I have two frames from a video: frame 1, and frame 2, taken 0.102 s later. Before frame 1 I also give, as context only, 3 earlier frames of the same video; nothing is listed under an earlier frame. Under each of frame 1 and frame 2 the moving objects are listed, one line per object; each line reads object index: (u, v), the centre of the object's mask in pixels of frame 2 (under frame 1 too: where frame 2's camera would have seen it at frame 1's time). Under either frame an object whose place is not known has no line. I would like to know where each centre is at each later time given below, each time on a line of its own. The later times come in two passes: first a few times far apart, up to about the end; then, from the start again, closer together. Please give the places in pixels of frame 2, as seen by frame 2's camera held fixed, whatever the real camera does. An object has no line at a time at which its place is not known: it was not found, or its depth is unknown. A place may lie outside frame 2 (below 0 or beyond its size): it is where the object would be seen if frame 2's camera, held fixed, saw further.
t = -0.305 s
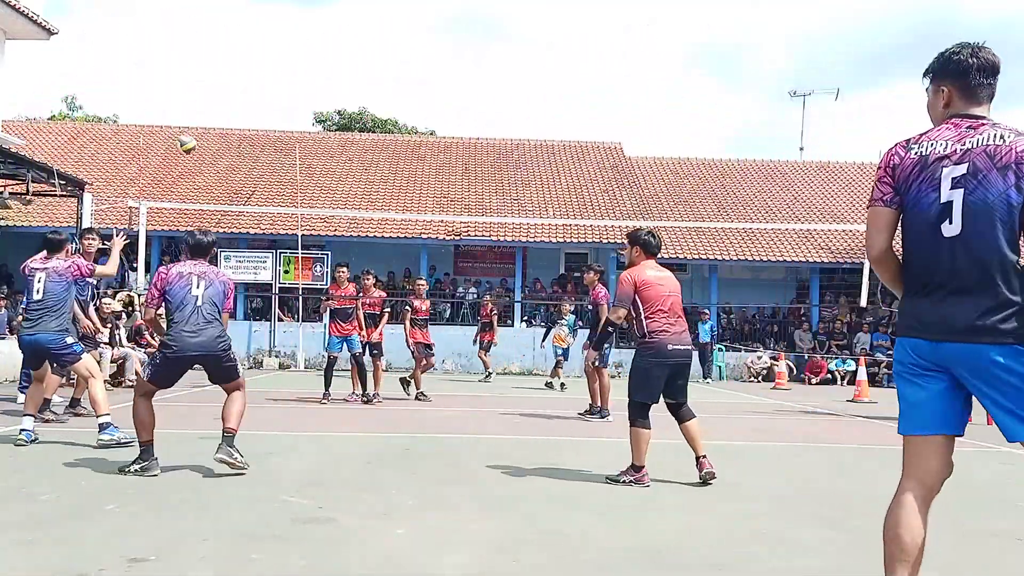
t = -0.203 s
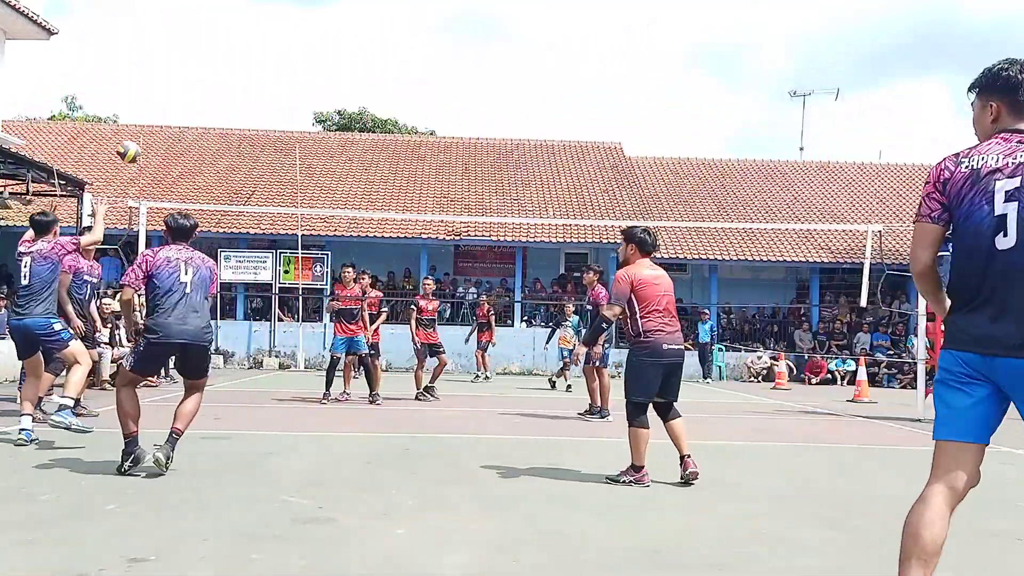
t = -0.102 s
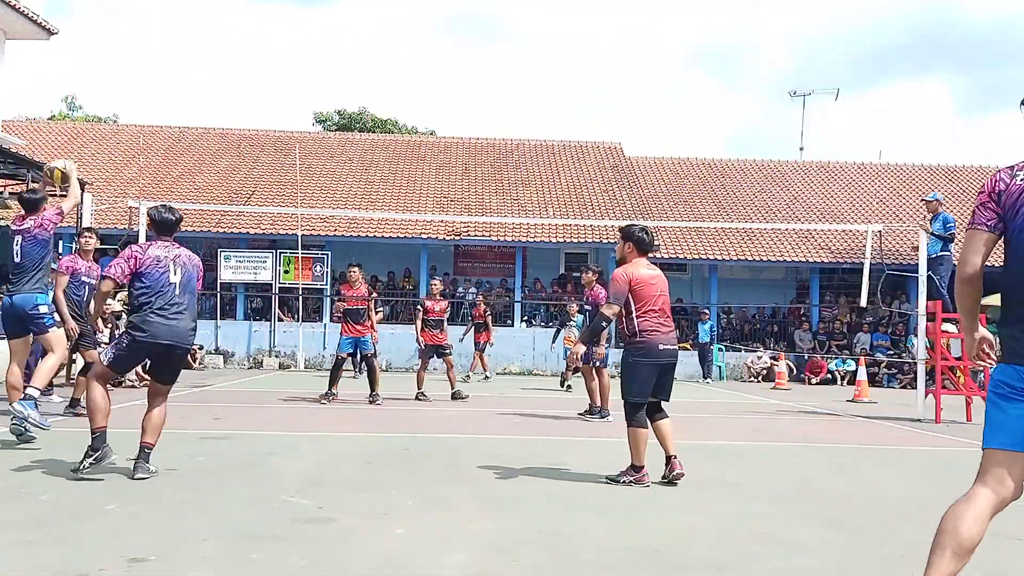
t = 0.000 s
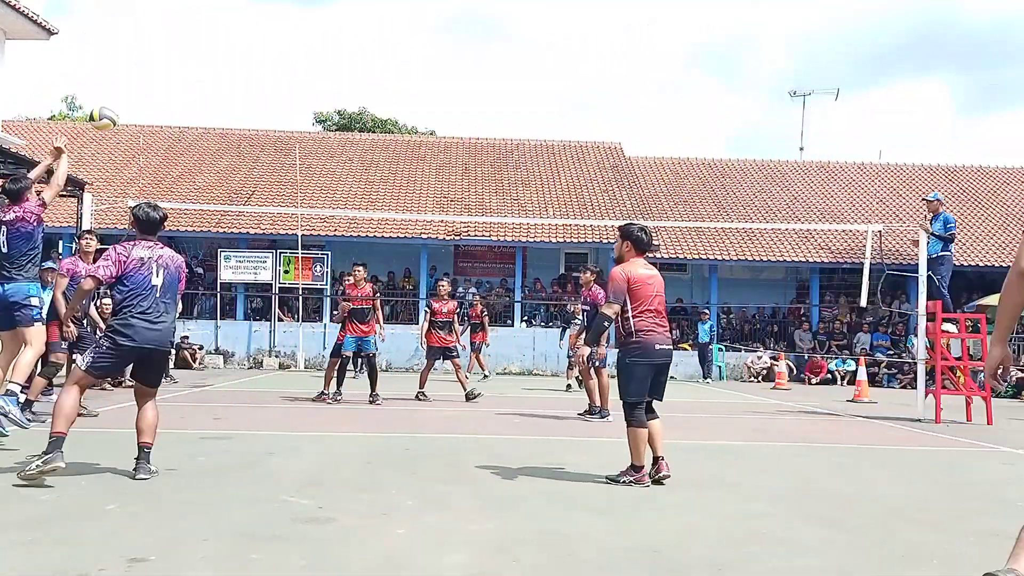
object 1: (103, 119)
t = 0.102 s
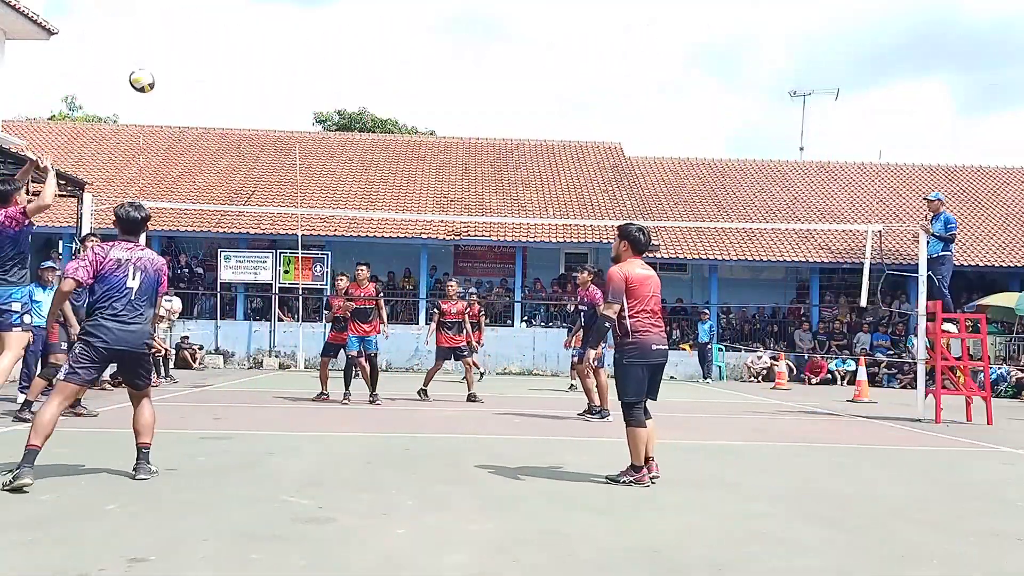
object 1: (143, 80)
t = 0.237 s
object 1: (189, 52)
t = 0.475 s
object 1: (257, 49)
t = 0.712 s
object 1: (312, 95)
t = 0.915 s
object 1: (351, 167)
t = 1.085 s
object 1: (379, 246)
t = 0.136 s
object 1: (154, 72)
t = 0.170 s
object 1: (167, 65)
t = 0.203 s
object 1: (178, 58)
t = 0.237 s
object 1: (189, 52)
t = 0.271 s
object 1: (199, 47)
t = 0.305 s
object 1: (212, 44)
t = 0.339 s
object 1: (222, 43)
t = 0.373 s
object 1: (231, 42)
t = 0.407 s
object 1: (240, 43)
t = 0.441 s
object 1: (249, 45)
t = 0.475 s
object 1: (257, 49)
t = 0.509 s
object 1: (266, 52)
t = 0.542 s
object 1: (274, 57)
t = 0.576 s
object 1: (282, 62)
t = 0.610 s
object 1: (290, 69)
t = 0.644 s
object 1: (297, 77)
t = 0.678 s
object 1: (305, 85)
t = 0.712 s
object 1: (312, 95)
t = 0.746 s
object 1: (318, 107)
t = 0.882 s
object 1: (345, 153)
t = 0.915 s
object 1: (351, 167)
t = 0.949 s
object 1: (358, 181)
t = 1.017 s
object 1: (368, 212)
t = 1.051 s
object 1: (373, 228)
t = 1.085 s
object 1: (379, 246)
